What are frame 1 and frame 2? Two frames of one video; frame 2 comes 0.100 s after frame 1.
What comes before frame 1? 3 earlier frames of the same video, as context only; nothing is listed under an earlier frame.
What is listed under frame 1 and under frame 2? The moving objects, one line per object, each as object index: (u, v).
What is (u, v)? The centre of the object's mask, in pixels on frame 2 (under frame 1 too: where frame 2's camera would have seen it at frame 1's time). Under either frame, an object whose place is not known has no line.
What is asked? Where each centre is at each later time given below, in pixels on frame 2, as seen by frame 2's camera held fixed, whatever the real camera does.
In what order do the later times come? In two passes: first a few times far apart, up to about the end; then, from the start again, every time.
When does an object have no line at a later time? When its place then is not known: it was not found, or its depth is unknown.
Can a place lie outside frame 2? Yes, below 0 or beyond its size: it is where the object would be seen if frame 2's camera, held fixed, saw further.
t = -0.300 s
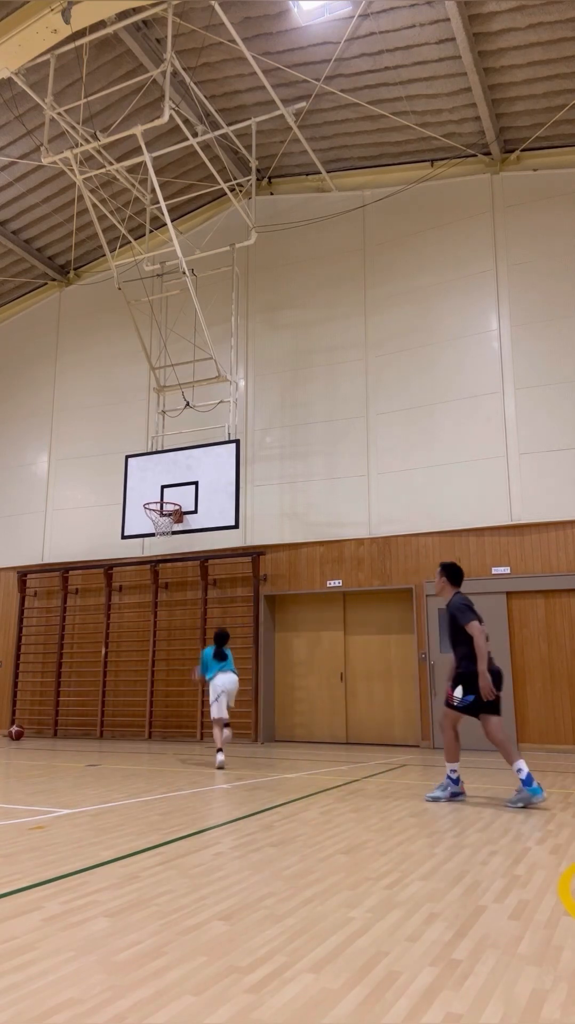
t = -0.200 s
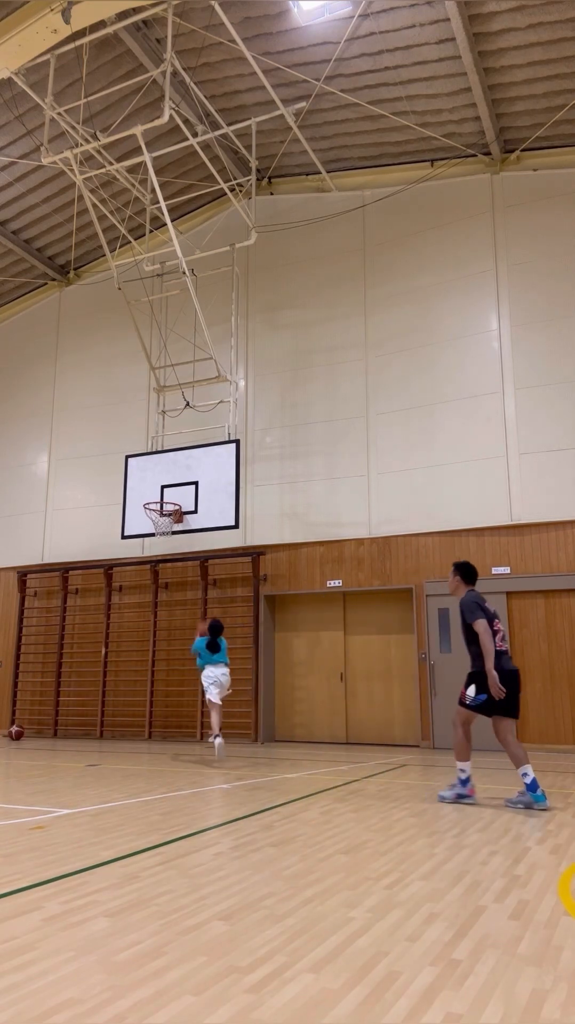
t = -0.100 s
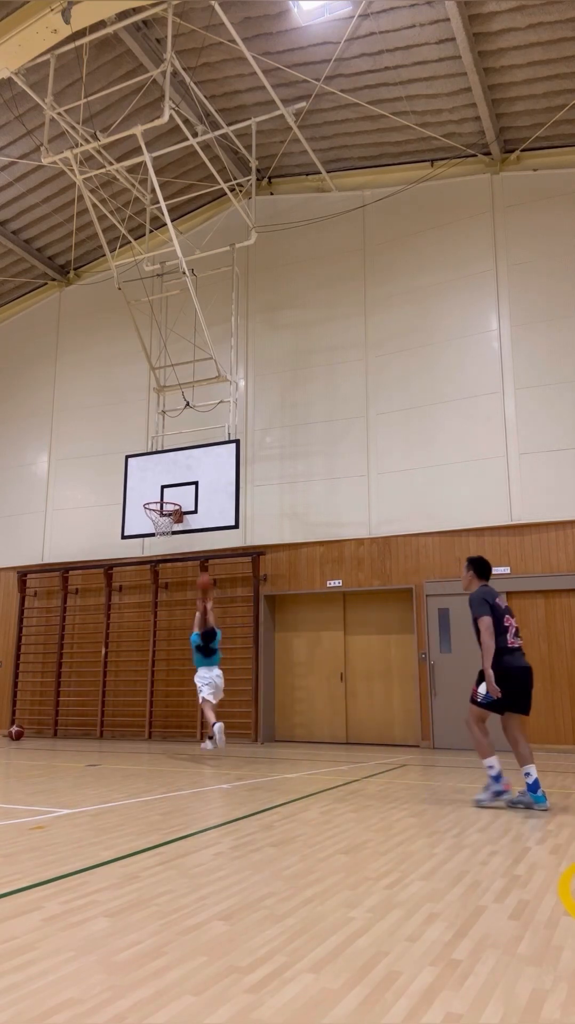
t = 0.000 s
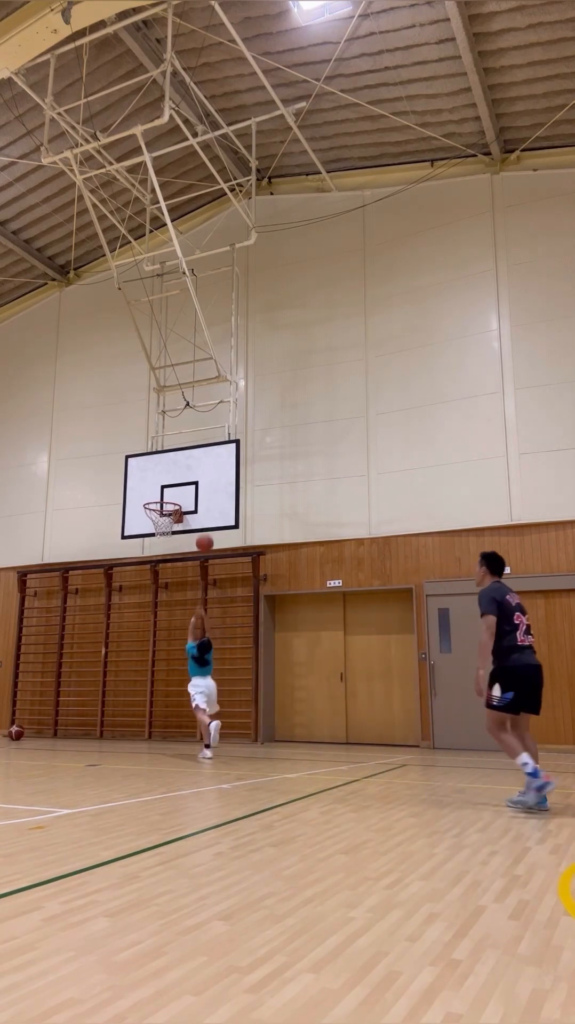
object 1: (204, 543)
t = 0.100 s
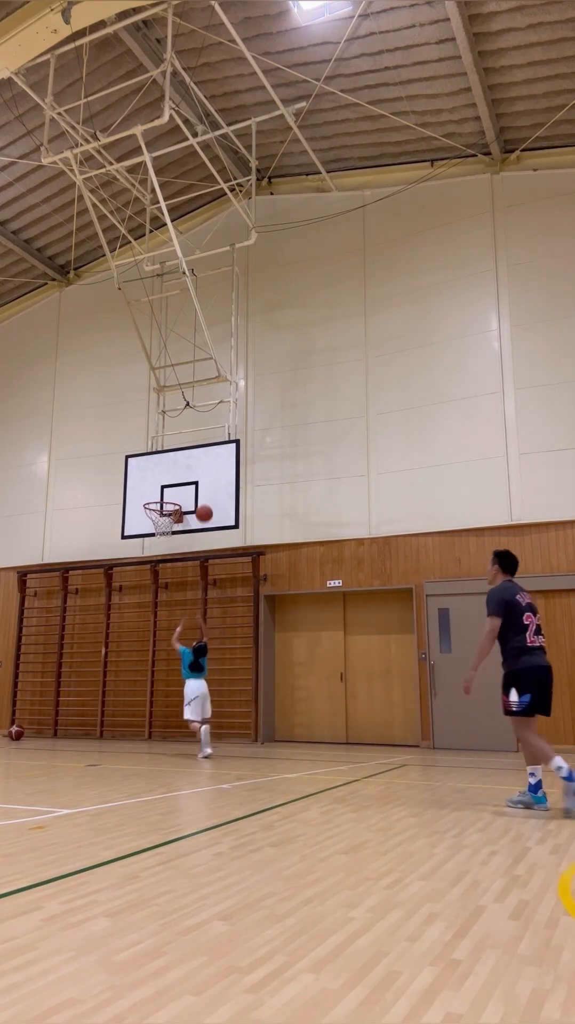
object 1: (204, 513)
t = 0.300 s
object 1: (202, 480)
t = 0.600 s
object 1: (179, 483)
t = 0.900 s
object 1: (156, 501)
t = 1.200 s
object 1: (162, 496)
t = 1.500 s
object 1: (163, 527)
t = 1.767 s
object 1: (158, 581)
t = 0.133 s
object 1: (204, 505)
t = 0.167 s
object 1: (204, 498)
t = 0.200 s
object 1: (203, 492)
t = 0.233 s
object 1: (203, 487)
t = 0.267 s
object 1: (203, 483)
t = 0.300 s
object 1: (202, 480)
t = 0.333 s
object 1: (199, 477)
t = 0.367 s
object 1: (196, 475)
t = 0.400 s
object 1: (194, 474)
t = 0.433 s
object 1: (192, 473)
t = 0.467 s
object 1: (189, 474)
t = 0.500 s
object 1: (187, 475)
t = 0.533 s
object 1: (184, 477)
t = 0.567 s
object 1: (182, 480)
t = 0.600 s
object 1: (179, 483)
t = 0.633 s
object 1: (177, 488)
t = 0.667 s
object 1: (174, 493)
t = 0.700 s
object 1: (171, 496)
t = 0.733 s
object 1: (169, 495)
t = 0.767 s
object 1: (166, 496)
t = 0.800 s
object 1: (163, 496)
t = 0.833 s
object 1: (160, 499)
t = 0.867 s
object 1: (157, 501)
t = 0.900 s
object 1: (156, 501)
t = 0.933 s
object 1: (157, 496)
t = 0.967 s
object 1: (158, 494)
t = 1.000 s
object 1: (158, 493)
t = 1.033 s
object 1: (159, 491)
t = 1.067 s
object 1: (160, 491)
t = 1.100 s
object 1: (160, 491)
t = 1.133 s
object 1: (161, 492)
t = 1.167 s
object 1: (161, 494)
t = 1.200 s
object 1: (162, 496)
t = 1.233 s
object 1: (162, 500)
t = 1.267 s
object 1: (163, 504)
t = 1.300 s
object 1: (163, 509)
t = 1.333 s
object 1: (164, 515)
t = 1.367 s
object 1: (163, 519)
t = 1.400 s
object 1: (163, 521)
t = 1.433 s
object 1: (163, 523)
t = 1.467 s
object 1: (163, 525)
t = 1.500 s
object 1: (163, 527)
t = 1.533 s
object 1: (162, 532)
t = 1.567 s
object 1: (161, 537)
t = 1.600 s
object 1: (161, 542)
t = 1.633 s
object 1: (160, 547)
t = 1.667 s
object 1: (160, 555)
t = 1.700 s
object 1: (159, 563)
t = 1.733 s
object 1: (158, 571)
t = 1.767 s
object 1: (158, 581)
